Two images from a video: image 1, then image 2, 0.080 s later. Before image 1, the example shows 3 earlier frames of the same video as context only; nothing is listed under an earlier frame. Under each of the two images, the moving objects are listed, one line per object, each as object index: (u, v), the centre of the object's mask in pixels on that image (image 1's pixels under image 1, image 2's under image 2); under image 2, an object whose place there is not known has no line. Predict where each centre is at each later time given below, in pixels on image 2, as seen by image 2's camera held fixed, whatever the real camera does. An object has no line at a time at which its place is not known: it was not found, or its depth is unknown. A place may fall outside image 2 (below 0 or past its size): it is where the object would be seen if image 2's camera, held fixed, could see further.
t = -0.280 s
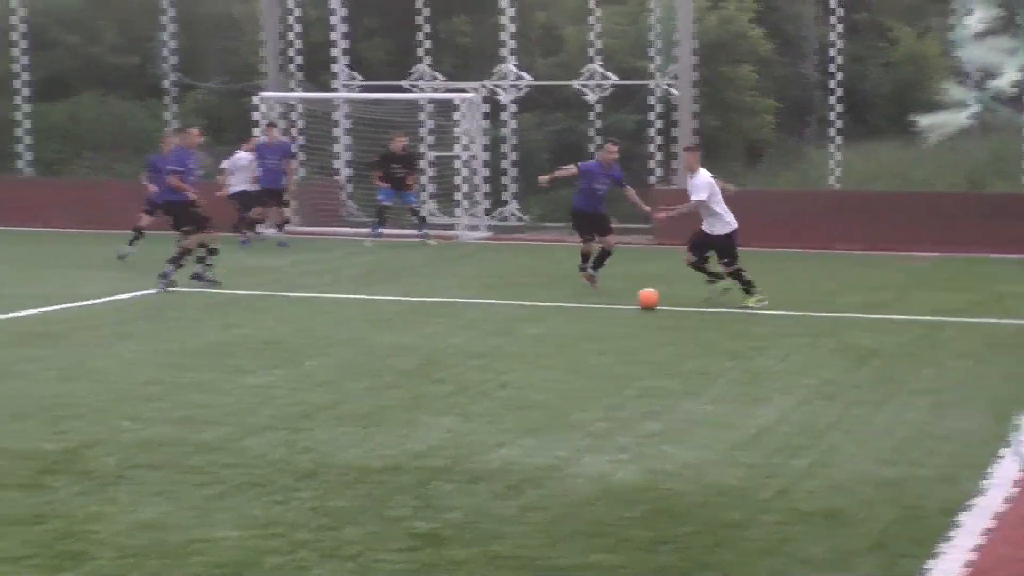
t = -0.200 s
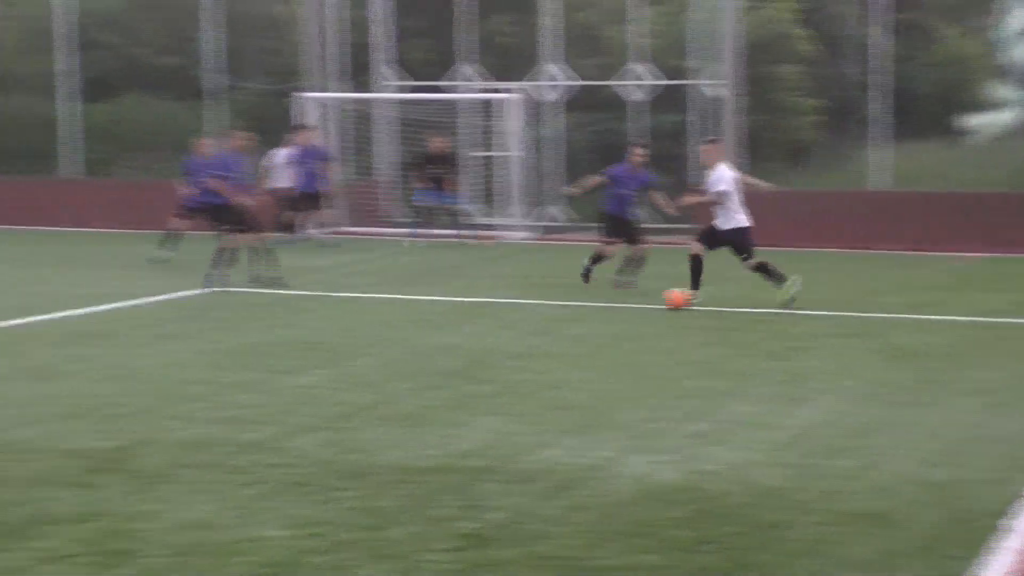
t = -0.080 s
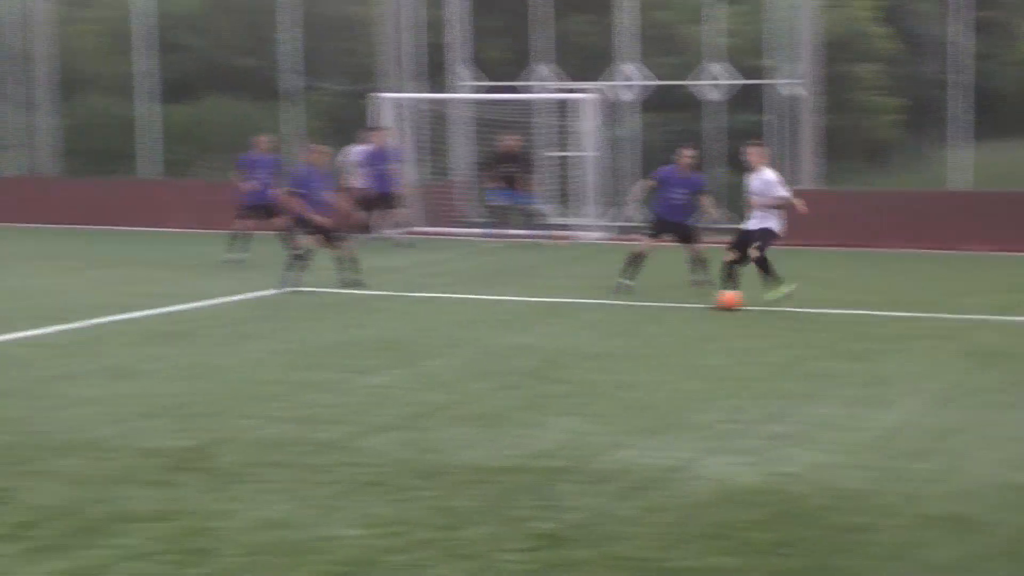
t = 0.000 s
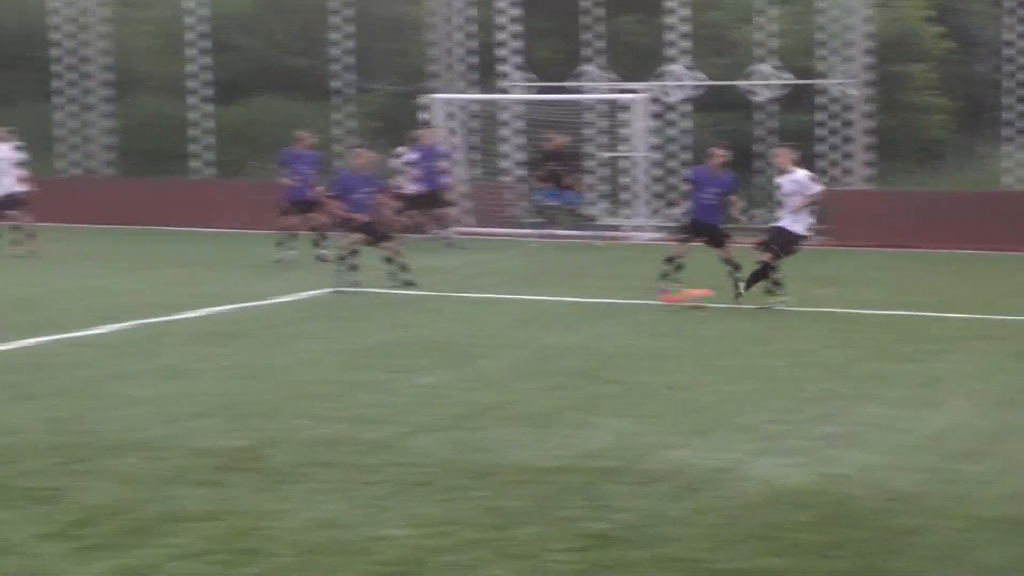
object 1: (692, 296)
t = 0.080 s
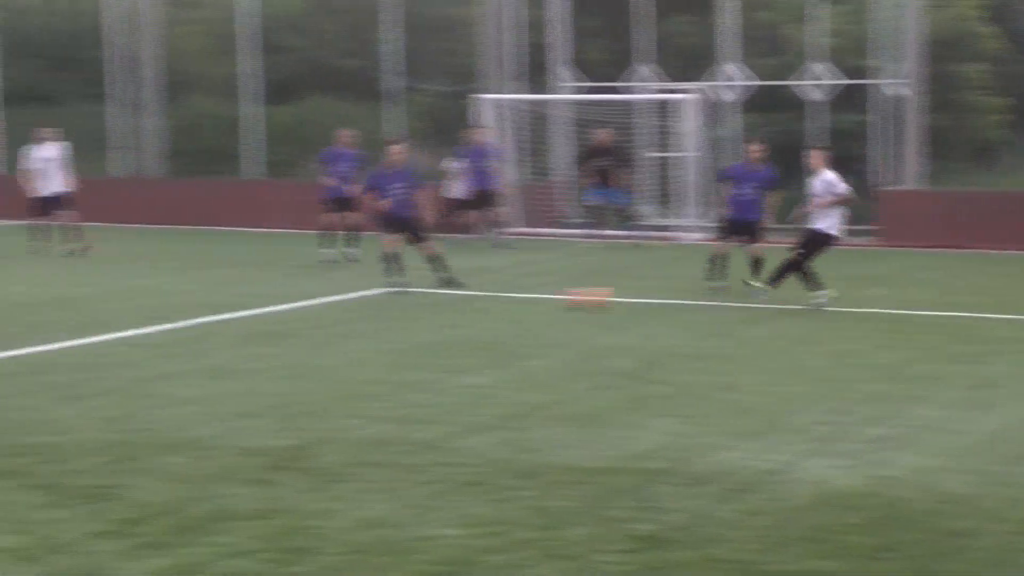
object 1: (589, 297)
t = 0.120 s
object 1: (520, 299)
